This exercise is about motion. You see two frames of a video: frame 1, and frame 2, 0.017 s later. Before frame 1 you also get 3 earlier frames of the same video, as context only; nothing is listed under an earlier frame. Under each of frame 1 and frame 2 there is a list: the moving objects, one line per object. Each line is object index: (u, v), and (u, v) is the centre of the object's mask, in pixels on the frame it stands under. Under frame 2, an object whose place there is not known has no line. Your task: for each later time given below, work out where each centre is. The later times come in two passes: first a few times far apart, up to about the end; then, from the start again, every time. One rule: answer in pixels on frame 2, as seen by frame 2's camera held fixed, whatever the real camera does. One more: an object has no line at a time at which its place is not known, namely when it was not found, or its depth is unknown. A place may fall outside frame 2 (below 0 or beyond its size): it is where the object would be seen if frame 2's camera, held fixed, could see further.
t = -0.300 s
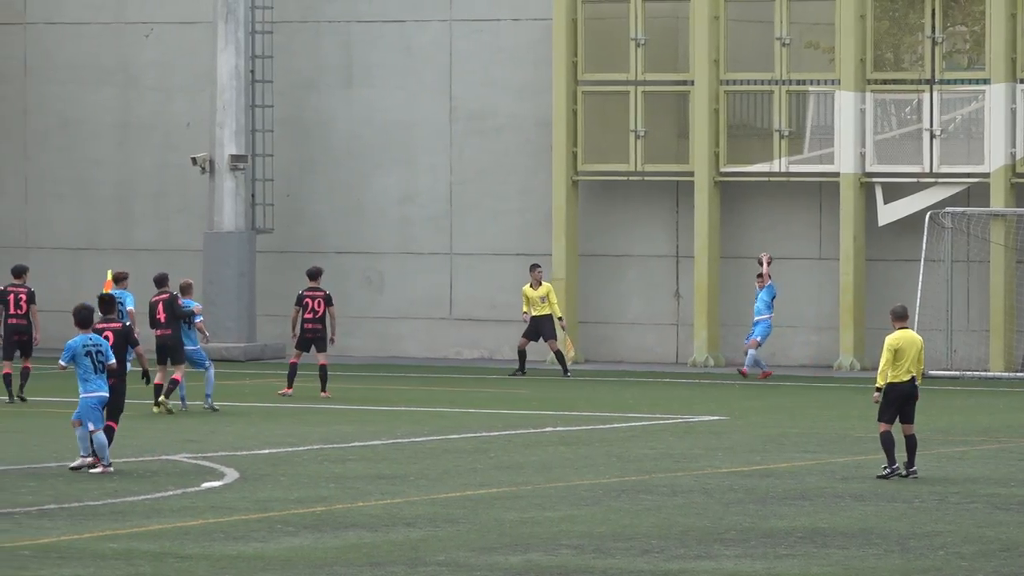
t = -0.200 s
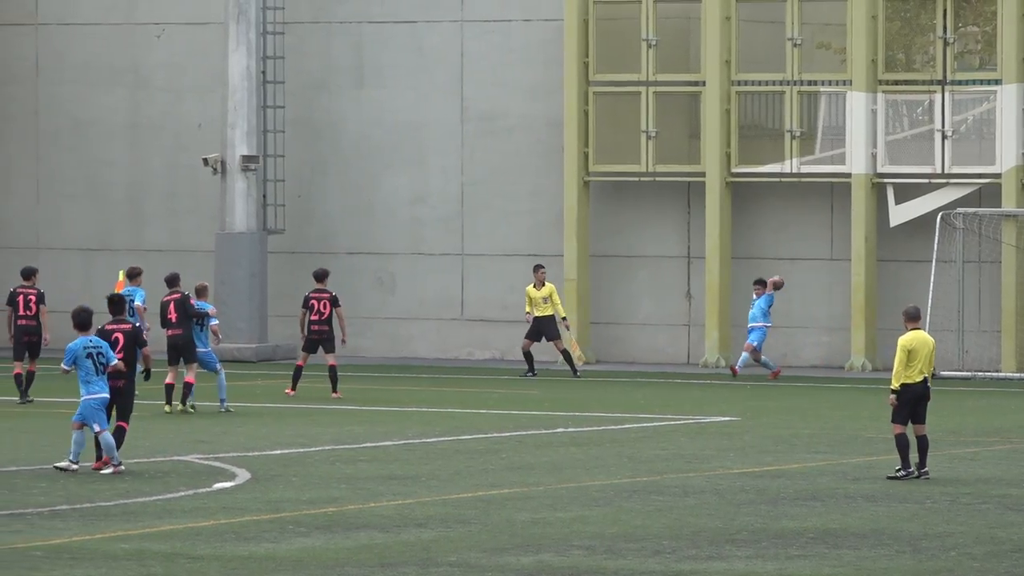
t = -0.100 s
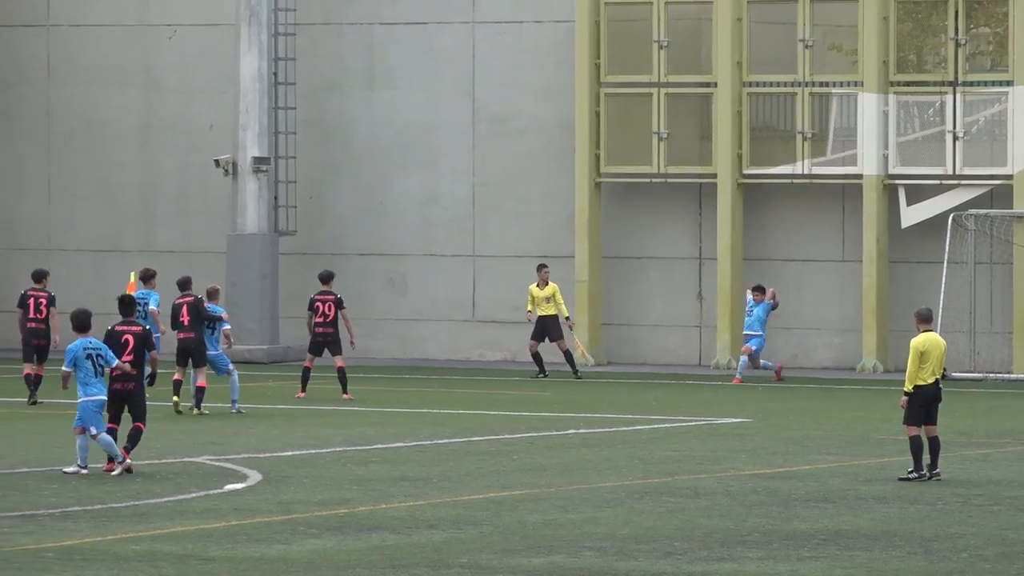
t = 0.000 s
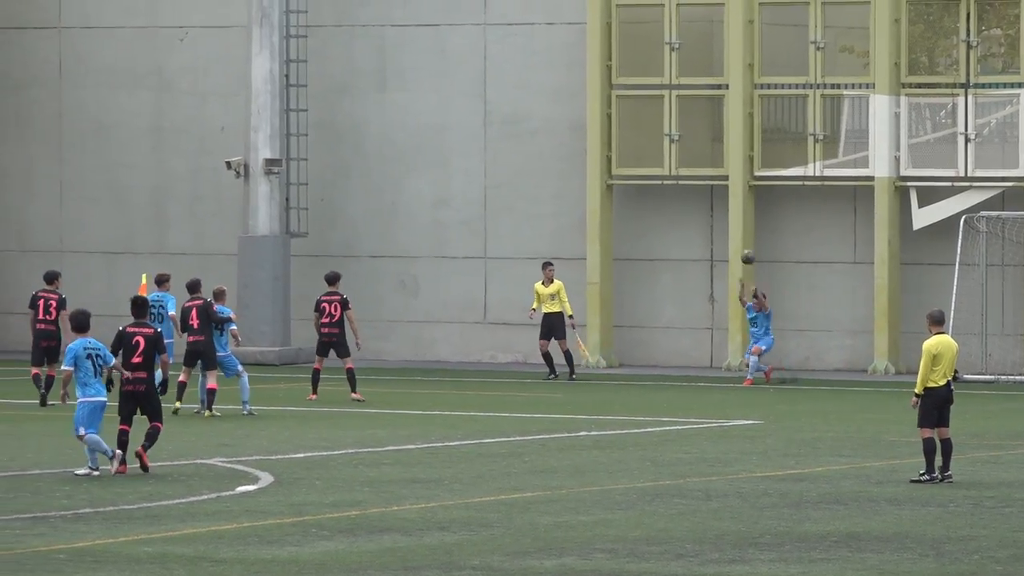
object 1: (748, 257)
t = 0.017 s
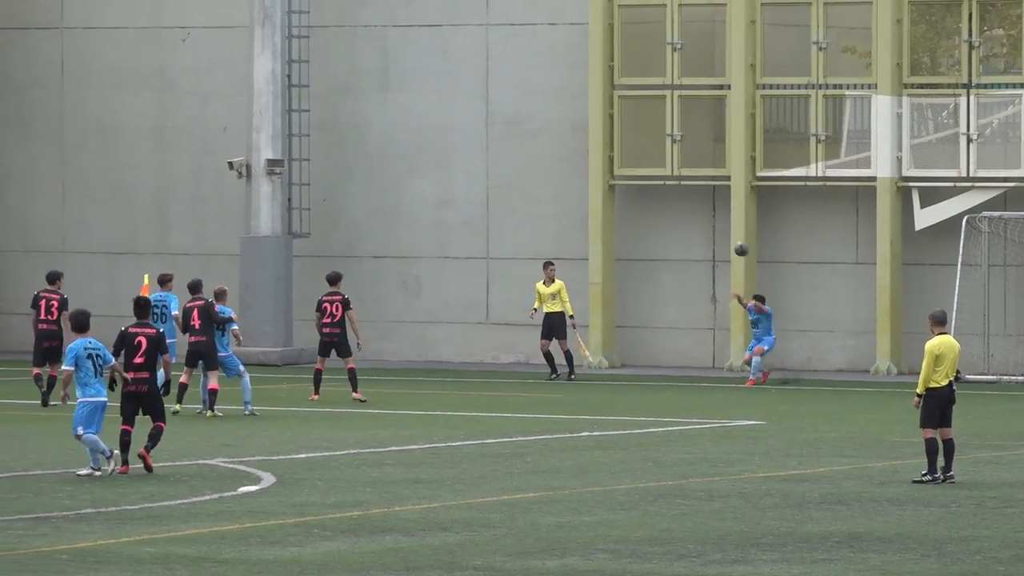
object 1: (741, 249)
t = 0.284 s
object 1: (605, 132)
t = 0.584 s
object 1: (454, 47)
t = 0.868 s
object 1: (311, 17)
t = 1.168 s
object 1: (157, 38)
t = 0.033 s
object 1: (733, 241)
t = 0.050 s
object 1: (724, 232)
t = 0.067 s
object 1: (716, 224)
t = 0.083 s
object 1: (707, 216)
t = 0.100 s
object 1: (698, 208)
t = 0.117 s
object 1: (690, 200)
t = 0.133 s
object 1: (682, 193)
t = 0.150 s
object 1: (673, 186)
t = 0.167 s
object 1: (664, 179)
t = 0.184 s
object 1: (656, 172)
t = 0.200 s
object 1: (647, 164)
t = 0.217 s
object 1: (639, 158)
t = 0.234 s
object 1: (630, 151)
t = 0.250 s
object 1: (621, 144)
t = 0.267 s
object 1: (613, 138)
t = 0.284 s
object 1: (605, 132)
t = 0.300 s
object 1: (596, 125)
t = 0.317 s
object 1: (587, 120)
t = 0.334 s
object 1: (579, 114)
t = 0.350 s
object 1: (571, 108)
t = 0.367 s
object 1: (562, 103)
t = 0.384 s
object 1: (554, 98)
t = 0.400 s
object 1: (546, 93)
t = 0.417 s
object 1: (537, 87)
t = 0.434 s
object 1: (529, 82)
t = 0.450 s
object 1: (520, 78)
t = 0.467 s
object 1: (512, 73)
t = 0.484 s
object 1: (504, 69)
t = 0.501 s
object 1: (496, 65)
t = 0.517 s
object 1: (487, 60)
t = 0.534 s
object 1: (480, 57)
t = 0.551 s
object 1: (471, 53)
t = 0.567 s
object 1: (463, 50)
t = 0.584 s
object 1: (454, 47)
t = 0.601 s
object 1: (446, 44)
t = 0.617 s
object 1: (438, 41)
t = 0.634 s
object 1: (430, 38)
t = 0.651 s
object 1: (421, 35)
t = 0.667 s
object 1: (412, 33)
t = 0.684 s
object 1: (404, 30)
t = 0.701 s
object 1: (396, 28)
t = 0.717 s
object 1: (387, 27)
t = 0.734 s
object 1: (379, 25)
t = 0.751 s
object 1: (370, 23)
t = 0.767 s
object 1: (362, 22)
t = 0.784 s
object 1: (353, 21)
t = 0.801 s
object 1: (345, 20)
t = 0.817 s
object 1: (337, 18)
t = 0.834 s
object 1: (328, 18)
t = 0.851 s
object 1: (320, 17)
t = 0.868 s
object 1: (311, 17)
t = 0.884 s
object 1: (303, 16)
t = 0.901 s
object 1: (294, 16)
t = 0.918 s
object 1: (286, 16)
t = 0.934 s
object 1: (278, 17)
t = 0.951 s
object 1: (269, 17)
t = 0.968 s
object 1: (260, 18)
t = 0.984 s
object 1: (252, 18)
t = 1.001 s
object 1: (243, 19)
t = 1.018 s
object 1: (235, 20)
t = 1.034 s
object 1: (226, 21)
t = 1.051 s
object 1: (218, 23)
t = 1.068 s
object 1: (209, 25)
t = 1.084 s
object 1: (200, 26)
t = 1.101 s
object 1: (192, 28)
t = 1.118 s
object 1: (183, 30)
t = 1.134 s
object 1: (174, 33)
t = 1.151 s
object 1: (165, 35)
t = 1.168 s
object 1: (157, 38)
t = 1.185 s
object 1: (148, 41)
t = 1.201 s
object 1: (139, 45)
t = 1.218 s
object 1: (130, 48)
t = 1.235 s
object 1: (122, 52)
